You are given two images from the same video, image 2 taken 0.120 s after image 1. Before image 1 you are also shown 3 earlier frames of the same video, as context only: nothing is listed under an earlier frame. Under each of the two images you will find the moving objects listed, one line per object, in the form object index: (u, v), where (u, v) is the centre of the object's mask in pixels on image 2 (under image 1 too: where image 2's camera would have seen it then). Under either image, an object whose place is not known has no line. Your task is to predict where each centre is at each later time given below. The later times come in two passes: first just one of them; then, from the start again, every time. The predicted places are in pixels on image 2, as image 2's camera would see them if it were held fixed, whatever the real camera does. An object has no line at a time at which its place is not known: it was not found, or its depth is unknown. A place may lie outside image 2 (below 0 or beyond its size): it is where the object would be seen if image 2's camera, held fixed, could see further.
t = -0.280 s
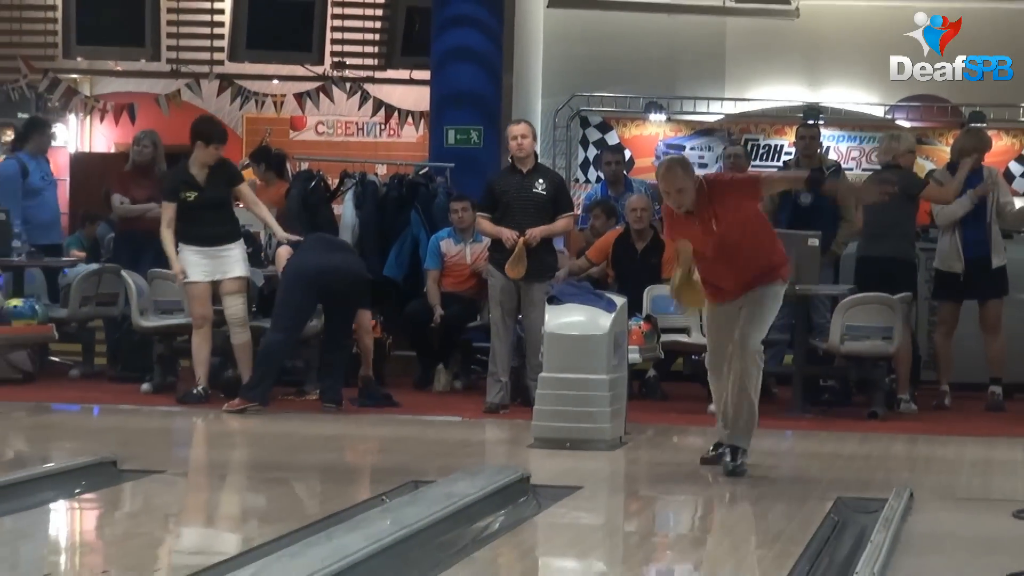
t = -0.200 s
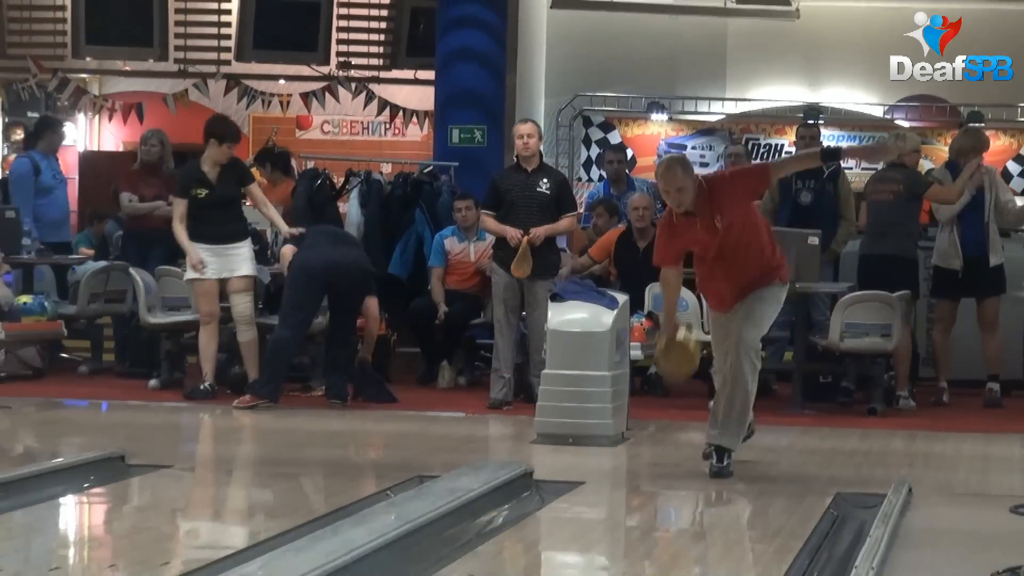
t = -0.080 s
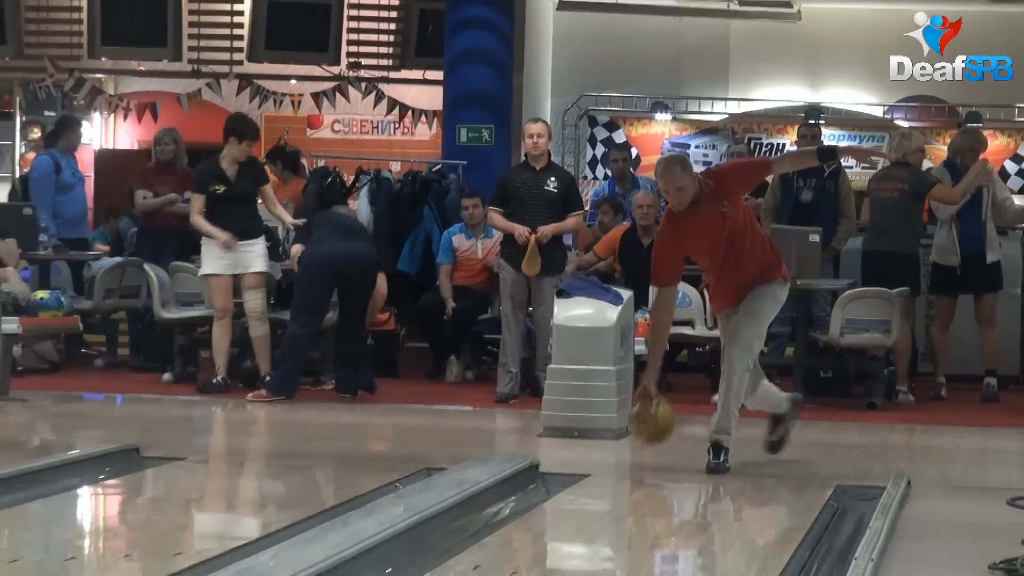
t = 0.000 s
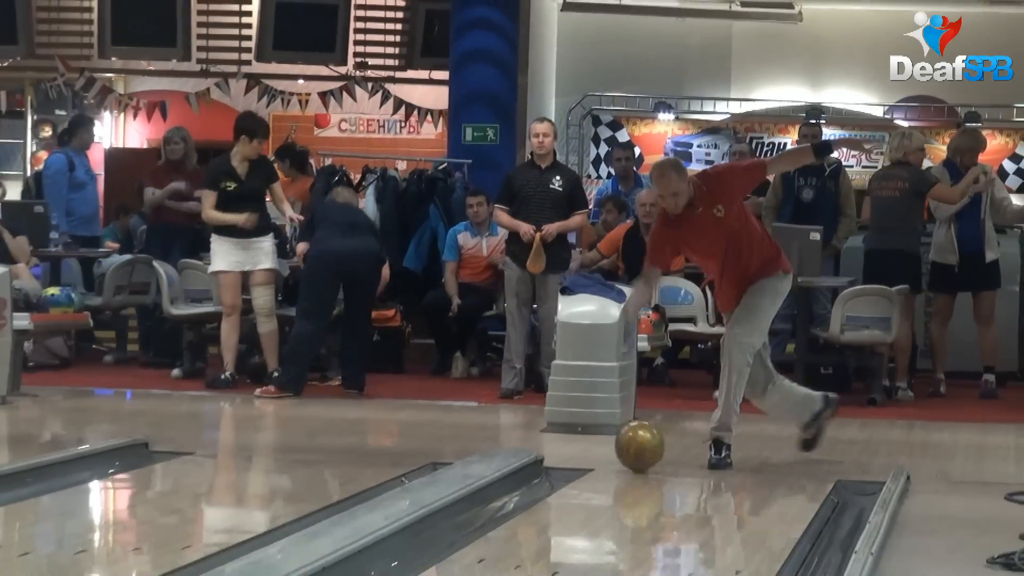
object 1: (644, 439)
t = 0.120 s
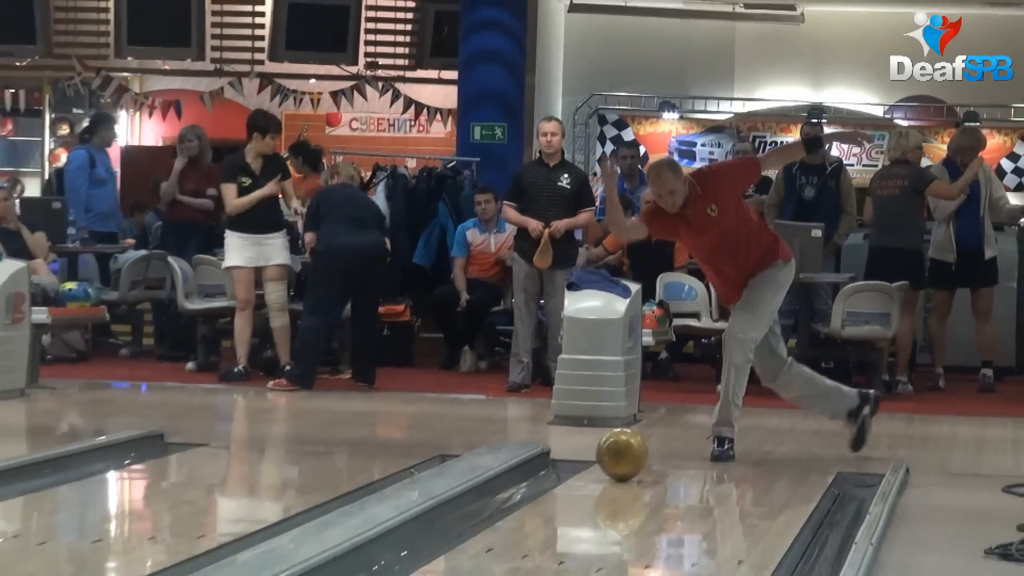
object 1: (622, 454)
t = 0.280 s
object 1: (589, 477)
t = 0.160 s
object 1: (614, 460)
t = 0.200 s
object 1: (606, 465)
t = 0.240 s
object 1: (598, 471)
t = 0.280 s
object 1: (589, 477)
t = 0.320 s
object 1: (580, 483)
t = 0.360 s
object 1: (570, 491)
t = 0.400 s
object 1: (560, 499)
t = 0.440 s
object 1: (548, 508)
